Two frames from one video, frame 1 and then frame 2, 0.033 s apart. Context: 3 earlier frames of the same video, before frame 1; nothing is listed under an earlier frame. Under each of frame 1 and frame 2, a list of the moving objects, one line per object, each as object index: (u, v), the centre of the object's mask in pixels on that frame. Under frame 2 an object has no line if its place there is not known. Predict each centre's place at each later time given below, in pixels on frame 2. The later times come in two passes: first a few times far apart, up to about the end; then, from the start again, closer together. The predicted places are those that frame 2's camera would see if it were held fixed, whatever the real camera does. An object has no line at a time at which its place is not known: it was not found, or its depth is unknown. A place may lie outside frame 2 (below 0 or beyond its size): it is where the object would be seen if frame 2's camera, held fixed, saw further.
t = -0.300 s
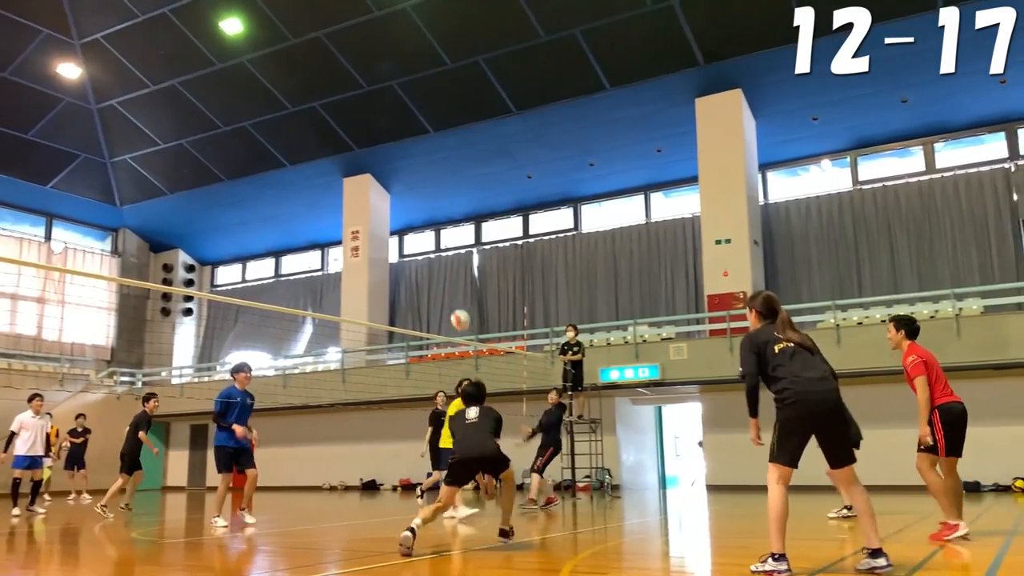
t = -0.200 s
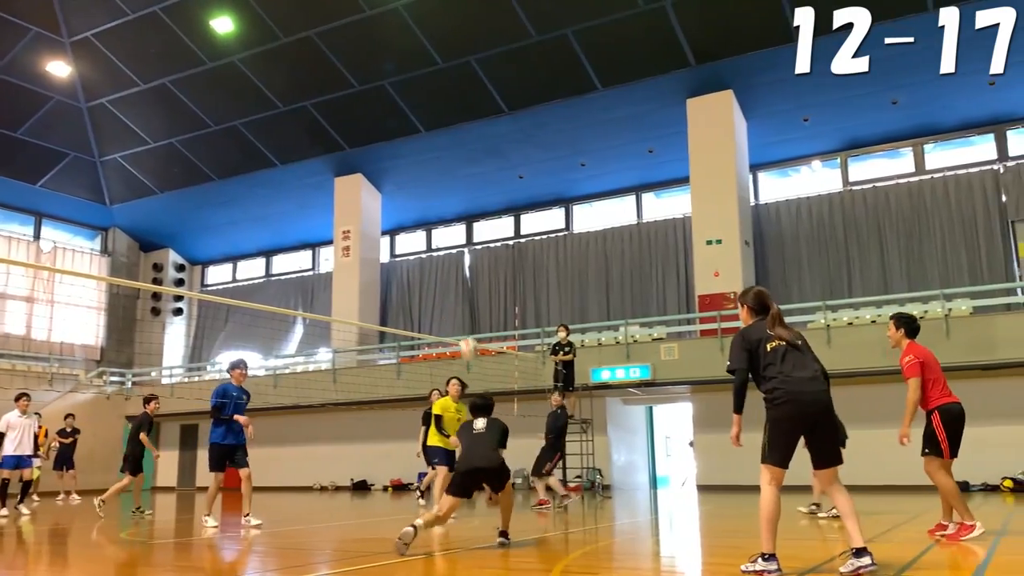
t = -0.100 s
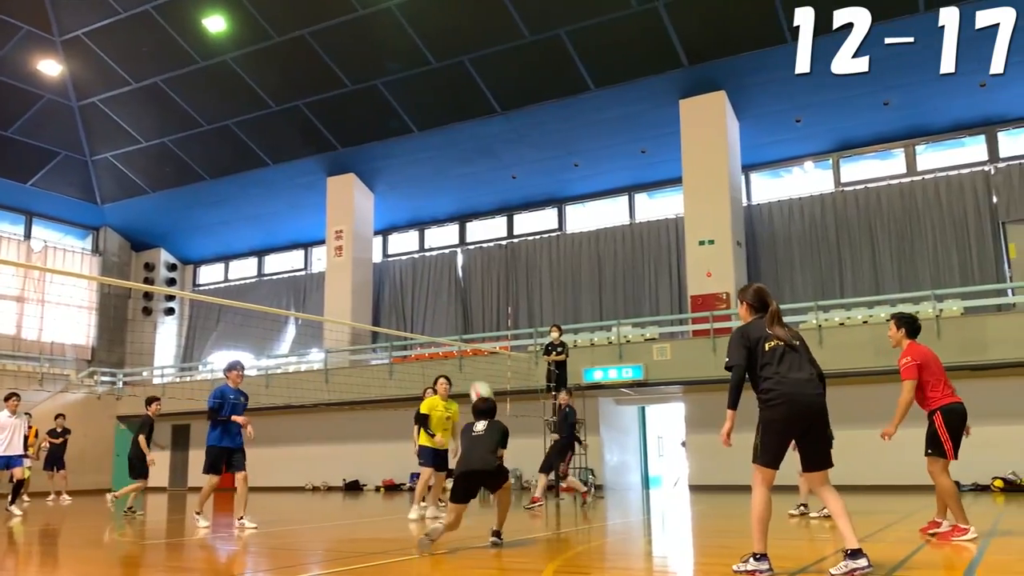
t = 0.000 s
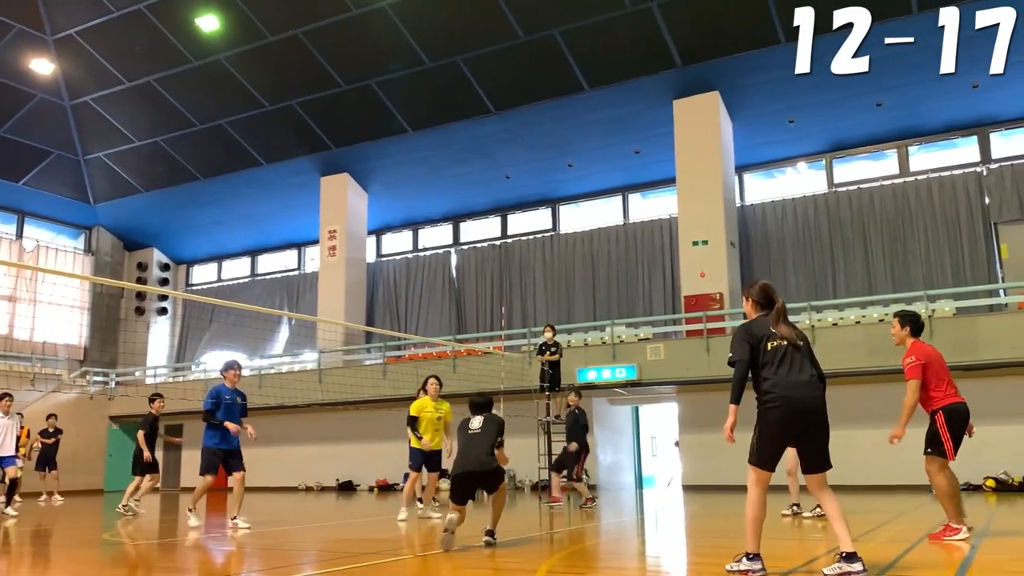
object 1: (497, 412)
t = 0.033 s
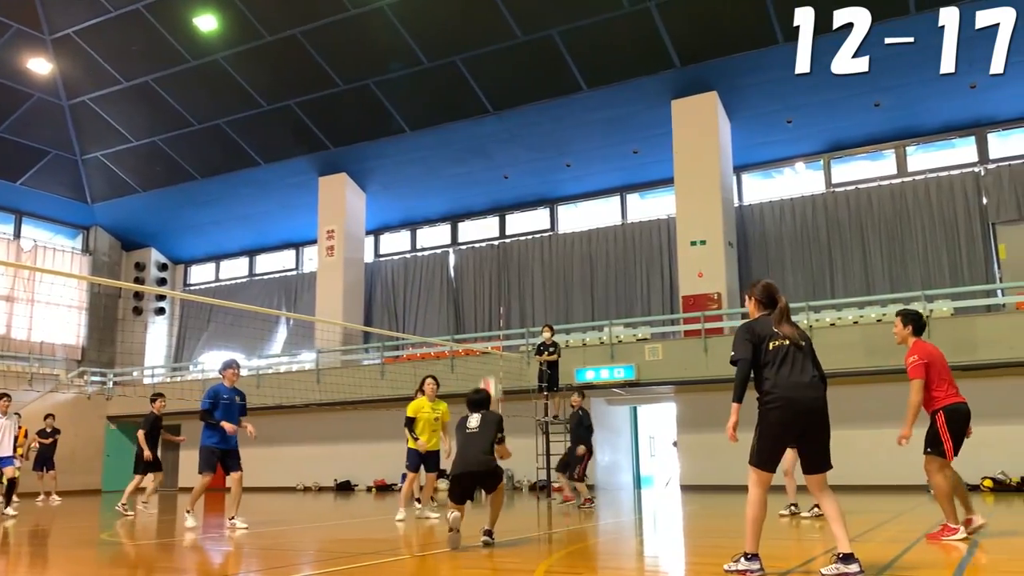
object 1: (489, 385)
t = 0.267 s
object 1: (480, 209)
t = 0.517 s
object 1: (470, 98)
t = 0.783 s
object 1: (461, 50)
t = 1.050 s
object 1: (453, 71)
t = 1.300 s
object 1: (447, 150)
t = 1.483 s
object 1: (444, 249)
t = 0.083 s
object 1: (487, 344)
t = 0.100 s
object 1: (487, 331)
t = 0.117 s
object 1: (486, 317)
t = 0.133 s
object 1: (485, 304)
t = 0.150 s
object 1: (484, 291)
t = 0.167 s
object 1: (484, 279)
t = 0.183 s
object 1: (483, 266)
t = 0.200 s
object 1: (483, 254)
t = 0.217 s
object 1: (483, 246)
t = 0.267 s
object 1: (480, 209)
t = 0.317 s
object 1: (478, 181)
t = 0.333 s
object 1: (477, 173)
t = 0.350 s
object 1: (476, 164)
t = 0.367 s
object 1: (476, 156)
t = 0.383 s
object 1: (475, 149)
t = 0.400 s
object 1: (475, 141)
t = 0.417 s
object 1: (474, 134)
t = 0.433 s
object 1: (473, 127)
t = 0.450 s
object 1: (472, 121)
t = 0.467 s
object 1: (472, 114)
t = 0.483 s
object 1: (471, 108)
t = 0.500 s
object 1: (471, 103)
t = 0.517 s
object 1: (470, 98)
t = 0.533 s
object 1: (469, 92)
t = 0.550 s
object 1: (469, 88)
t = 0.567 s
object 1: (468, 83)
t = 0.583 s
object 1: (468, 79)
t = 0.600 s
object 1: (467, 75)
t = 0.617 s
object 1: (466, 71)
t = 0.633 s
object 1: (466, 68)
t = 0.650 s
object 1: (465, 65)
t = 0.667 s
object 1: (465, 62)
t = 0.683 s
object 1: (464, 59)
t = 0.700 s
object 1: (463, 57)
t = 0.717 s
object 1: (463, 55)
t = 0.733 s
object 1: (462, 53)
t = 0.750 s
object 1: (462, 52)
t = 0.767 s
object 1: (461, 51)
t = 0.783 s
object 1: (461, 50)
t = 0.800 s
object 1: (460, 49)
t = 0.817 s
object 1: (460, 49)
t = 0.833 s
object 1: (459, 48)
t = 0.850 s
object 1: (459, 49)
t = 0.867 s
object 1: (458, 49)
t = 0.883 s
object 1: (458, 50)
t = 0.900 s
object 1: (457, 50)
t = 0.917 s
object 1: (457, 52)
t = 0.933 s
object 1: (456, 53)
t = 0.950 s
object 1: (456, 55)
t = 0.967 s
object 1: (455, 57)
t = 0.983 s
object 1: (455, 59)
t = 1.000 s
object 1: (454, 61)
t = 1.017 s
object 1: (454, 64)
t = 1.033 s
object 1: (453, 67)
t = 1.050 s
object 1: (453, 71)
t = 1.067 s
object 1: (452, 74)
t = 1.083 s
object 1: (452, 78)
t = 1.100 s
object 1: (451, 82)
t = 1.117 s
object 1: (451, 86)
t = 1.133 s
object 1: (450, 91)
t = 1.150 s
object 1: (450, 95)
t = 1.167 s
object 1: (450, 100)
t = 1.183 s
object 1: (449, 106)
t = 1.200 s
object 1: (449, 111)
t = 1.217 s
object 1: (448, 117)
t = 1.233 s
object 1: (448, 123)
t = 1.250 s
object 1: (448, 129)
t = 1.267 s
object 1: (447, 136)
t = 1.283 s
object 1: (447, 143)
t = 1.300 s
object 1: (447, 150)
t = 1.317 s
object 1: (446, 157)
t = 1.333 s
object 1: (445, 165)
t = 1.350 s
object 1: (445, 173)
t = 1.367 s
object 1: (445, 181)
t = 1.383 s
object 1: (444, 190)
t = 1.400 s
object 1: (444, 198)
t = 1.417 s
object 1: (443, 208)
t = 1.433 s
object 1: (443, 215)
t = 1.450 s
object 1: (443, 224)
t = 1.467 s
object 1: (444, 236)
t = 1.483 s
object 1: (444, 249)
